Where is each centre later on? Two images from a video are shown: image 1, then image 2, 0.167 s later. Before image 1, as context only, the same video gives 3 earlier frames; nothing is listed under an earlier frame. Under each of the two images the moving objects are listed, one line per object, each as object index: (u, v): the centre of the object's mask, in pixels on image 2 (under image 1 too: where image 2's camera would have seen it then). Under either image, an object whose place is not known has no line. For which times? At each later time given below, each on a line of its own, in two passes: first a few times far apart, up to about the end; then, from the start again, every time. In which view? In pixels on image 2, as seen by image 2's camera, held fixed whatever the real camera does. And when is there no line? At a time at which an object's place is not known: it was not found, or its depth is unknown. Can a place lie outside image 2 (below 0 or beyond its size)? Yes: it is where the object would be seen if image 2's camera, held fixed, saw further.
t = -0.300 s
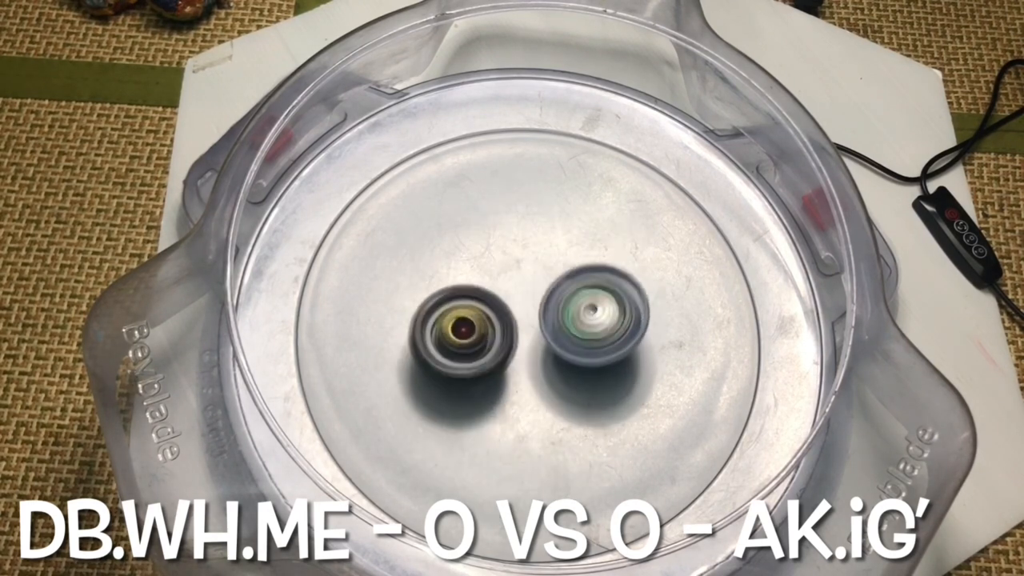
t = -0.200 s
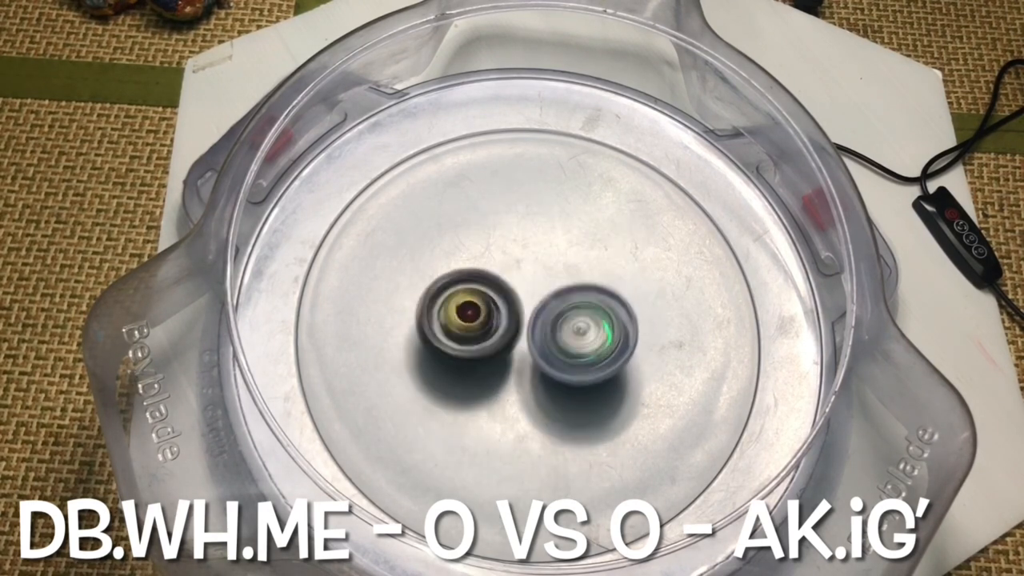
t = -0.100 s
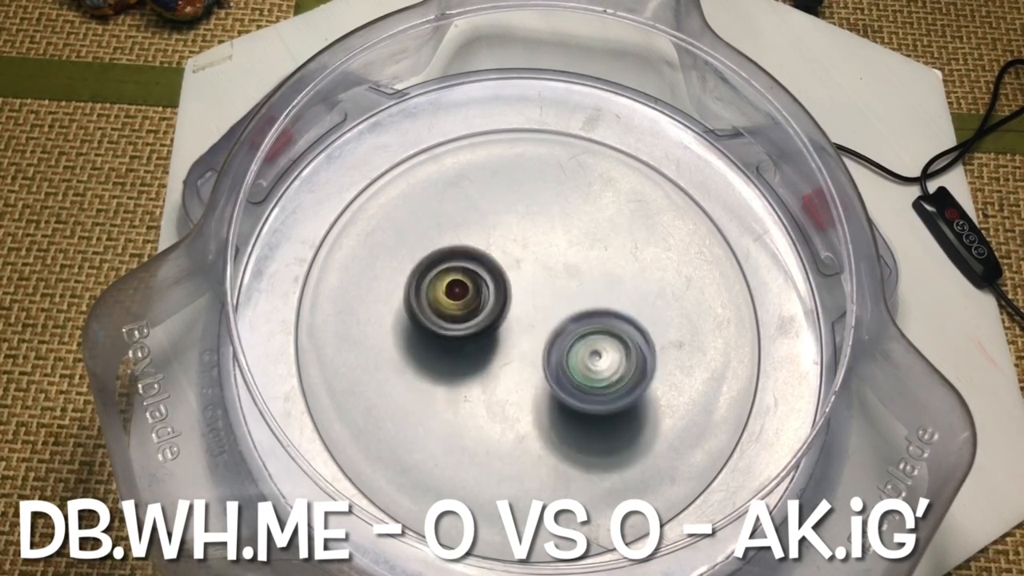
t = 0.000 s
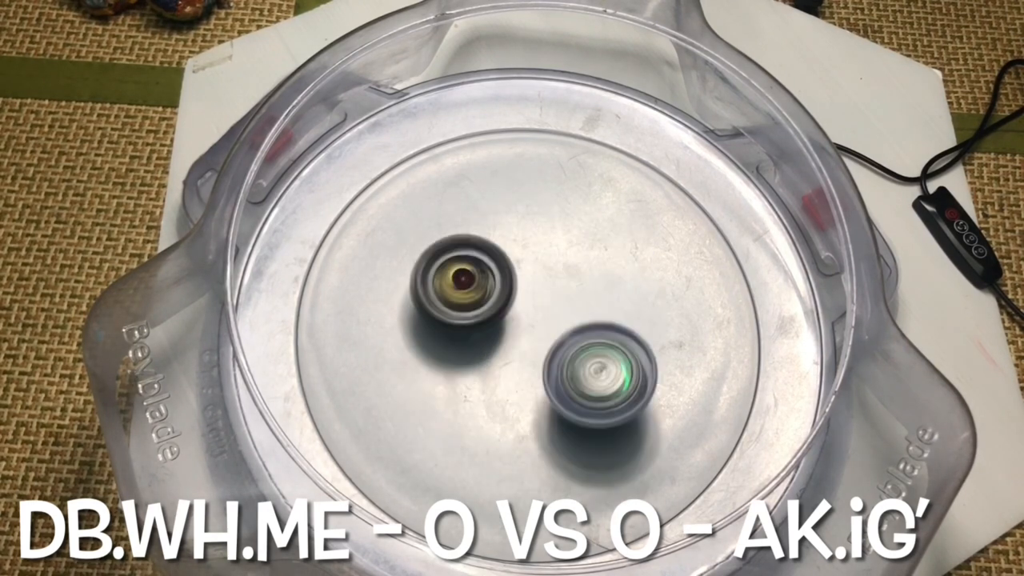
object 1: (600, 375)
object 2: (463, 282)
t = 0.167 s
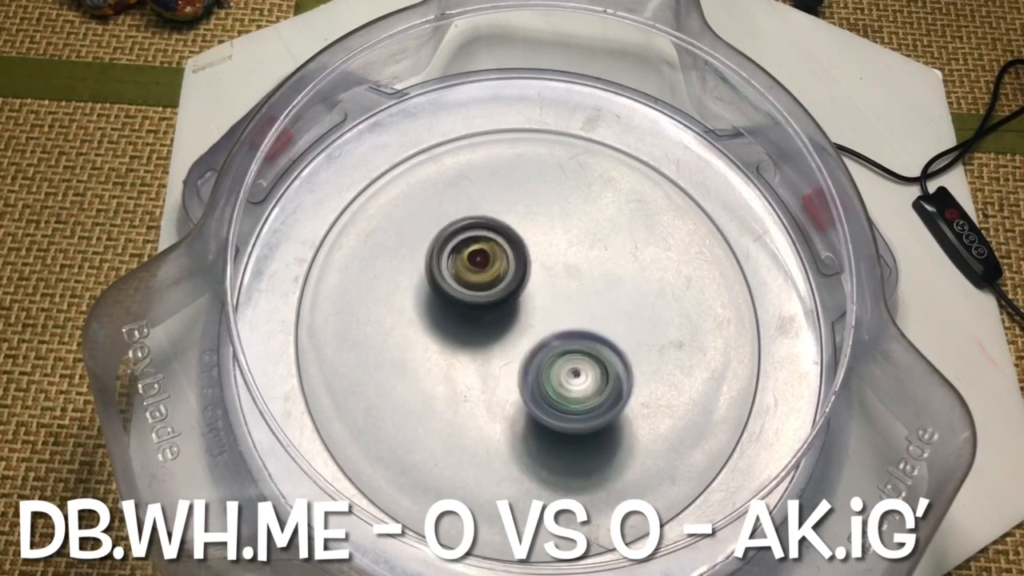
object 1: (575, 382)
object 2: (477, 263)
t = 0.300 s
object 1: (549, 378)
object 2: (494, 253)
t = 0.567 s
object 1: (498, 351)
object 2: (534, 258)
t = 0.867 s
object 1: (469, 313)
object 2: (577, 288)
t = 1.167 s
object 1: (494, 275)
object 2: (595, 331)
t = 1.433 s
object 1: (526, 268)
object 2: (590, 365)
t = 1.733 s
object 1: (552, 257)
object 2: (568, 408)
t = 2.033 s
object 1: (553, 283)
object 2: (533, 404)
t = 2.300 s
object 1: (562, 297)
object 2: (495, 390)
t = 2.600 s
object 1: (561, 301)
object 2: (457, 360)
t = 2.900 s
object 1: (570, 308)
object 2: (445, 324)
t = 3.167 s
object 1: (568, 304)
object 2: (456, 297)
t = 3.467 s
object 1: (590, 319)
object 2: (460, 275)
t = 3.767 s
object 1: (573, 344)
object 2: (492, 270)
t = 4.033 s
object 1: (571, 375)
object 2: (503, 262)
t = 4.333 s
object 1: (549, 380)
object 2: (520, 262)
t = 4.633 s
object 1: (525, 374)
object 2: (539, 268)
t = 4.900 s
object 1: (514, 364)
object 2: (554, 273)
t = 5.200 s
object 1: (504, 362)
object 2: (578, 265)
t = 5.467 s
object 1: (513, 355)
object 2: (581, 276)
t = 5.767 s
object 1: (507, 359)
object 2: (595, 280)
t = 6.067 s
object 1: (500, 353)
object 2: (592, 298)
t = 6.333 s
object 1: (491, 353)
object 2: (590, 309)
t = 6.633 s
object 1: (473, 331)
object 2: (587, 318)
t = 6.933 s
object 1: (468, 309)
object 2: (587, 327)
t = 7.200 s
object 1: (478, 295)
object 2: (590, 338)
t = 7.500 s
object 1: (494, 290)
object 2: (588, 350)
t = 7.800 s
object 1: (496, 287)
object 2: (584, 360)
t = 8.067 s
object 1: (496, 285)
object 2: (577, 368)
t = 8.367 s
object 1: (493, 278)
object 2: (563, 373)
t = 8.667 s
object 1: (498, 275)
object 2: (551, 371)
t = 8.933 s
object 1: (502, 272)
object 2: (545, 370)
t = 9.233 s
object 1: (508, 267)
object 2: (542, 369)
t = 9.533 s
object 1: (508, 264)
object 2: (542, 370)
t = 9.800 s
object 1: (509, 257)
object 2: (545, 370)
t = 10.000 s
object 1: (504, 257)
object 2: (540, 365)
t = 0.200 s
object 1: (569, 381)
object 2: (481, 259)
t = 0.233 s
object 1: (562, 380)
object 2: (485, 256)
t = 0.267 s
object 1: (556, 379)
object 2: (490, 254)
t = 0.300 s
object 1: (549, 378)
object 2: (494, 253)
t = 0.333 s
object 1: (542, 377)
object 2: (499, 252)
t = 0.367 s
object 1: (535, 375)
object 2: (503, 251)
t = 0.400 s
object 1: (528, 372)
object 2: (509, 251)
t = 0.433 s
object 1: (521, 368)
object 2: (514, 251)
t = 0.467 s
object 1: (514, 365)
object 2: (519, 252)
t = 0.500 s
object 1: (508, 361)
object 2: (524, 254)
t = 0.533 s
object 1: (503, 356)
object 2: (529, 256)
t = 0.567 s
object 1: (498, 351)
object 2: (534, 258)
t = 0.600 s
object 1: (492, 348)
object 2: (540, 259)
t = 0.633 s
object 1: (486, 345)
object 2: (546, 261)
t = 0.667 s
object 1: (481, 341)
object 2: (551, 264)
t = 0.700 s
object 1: (478, 336)
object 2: (556, 267)
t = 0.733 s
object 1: (475, 332)
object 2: (562, 271)
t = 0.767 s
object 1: (472, 327)
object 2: (566, 275)
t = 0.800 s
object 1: (470, 322)
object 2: (570, 279)
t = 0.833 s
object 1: (469, 318)
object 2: (574, 284)
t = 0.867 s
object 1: (469, 313)
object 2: (577, 288)
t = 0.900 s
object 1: (470, 308)
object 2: (580, 292)
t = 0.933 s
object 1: (471, 303)
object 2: (583, 297)
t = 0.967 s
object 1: (473, 298)
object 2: (586, 302)
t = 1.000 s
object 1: (476, 294)
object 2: (588, 306)
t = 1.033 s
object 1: (479, 290)
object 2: (589, 311)
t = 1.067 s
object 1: (483, 286)
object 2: (591, 316)
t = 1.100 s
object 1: (487, 283)
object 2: (591, 321)
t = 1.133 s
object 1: (492, 279)
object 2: (593, 325)
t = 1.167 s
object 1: (494, 275)
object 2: (595, 331)
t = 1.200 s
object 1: (497, 272)
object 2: (595, 336)
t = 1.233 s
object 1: (500, 269)
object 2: (596, 342)
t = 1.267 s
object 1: (503, 268)
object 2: (595, 346)
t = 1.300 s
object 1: (507, 266)
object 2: (595, 351)
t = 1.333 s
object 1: (511, 266)
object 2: (594, 355)
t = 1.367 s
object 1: (516, 266)
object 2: (593, 358)
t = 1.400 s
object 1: (520, 267)
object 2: (592, 361)
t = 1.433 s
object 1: (526, 268)
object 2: (590, 365)
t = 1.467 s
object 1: (531, 269)
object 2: (588, 368)
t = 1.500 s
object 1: (537, 271)
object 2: (585, 370)
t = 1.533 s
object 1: (542, 273)
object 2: (583, 374)
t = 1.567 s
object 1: (545, 264)
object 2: (585, 387)
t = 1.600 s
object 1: (549, 259)
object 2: (582, 394)
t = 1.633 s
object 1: (551, 258)
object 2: (579, 397)
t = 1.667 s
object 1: (552, 257)
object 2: (575, 402)
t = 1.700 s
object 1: (552, 257)
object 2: (573, 405)
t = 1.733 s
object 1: (552, 257)
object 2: (568, 408)
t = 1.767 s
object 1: (552, 259)
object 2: (565, 410)
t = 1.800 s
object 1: (550, 259)
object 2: (561, 411)
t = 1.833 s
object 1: (550, 259)
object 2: (557, 412)
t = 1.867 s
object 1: (551, 260)
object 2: (553, 412)
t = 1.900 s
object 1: (551, 263)
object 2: (548, 411)
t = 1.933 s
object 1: (552, 267)
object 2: (544, 410)
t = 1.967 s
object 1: (552, 272)
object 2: (541, 408)
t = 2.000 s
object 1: (553, 277)
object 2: (537, 406)
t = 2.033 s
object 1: (553, 283)
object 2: (533, 404)
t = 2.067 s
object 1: (553, 289)
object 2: (528, 400)
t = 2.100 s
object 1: (554, 295)
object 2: (524, 397)
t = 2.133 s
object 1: (557, 295)
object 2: (519, 397)
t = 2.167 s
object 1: (556, 297)
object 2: (514, 395)
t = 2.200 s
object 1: (559, 295)
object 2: (509, 396)
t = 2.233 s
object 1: (562, 294)
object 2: (504, 395)
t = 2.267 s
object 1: (563, 296)
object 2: (499, 392)
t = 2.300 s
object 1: (562, 297)
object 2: (495, 390)
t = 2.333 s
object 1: (562, 298)
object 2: (490, 387)
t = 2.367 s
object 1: (561, 299)
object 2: (485, 385)
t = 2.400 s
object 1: (560, 301)
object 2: (482, 381)
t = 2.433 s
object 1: (559, 303)
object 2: (478, 377)
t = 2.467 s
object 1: (561, 303)
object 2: (472, 376)
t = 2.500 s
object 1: (563, 302)
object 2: (467, 372)
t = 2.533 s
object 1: (564, 303)
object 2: (463, 368)
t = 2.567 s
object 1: (562, 304)
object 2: (460, 364)
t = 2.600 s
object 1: (561, 301)
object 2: (457, 360)
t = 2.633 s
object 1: (562, 300)
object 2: (455, 356)
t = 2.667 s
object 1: (563, 301)
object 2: (453, 351)
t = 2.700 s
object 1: (562, 302)
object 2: (452, 347)
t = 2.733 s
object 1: (562, 303)
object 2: (452, 343)
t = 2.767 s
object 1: (561, 303)
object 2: (452, 338)
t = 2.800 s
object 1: (560, 305)
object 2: (452, 333)
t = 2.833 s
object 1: (565, 307)
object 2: (449, 331)
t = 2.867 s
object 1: (569, 307)
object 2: (446, 329)
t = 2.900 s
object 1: (570, 308)
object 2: (445, 324)
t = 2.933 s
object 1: (572, 308)
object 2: (444, 320)
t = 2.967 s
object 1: (571, 310)
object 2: (445, 316)
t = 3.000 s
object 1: (569, 308)
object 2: (445, 313)
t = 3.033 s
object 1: (569, 307)
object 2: (447, 309)
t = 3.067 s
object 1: (569, 307)
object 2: (449, 306)
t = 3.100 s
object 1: (568, 306)
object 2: (450, 303)
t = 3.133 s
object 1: (568, 305)
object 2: (453, 300)
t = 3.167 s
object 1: (568, 304)
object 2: (456, 297)
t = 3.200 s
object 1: (569, 304)
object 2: (459, 294)
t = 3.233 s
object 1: (580, 307)
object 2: (452, 290)
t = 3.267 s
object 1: (588, 311)
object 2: (450, 288)
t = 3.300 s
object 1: (590, 314)
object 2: (451, 285)
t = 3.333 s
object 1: (590, 315)
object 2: (451, 282)
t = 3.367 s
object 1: (589, 315)
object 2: (453, 280)
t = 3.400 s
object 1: (589, 316)
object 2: (455, 278)
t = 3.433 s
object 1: (590, 318)
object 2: (457, 276)
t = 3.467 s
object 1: (590, 319)
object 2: (460, 275)
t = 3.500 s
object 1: (589, 321)
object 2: (462, 274)
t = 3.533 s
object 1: (588, 323)
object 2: (466, 273)
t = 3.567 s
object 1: (585, 325)
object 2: (471, 271)
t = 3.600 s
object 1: (583, 327)
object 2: (475, 272)
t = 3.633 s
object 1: (579, 329)
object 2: (480, 272)
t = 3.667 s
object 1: (576, 331)
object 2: (484, 272)
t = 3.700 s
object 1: (575, 337)
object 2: (486, 271)
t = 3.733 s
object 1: (574, 342)
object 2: (488, 271)
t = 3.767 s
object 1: (573, 344)
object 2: (492, 270)
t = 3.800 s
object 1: (571, 347)
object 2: (495, 270)
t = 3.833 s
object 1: (570, 349)
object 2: (500, 269)
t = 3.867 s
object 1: (573, 357)
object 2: (498, 267)
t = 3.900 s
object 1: (576, 366)
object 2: (496, 264)
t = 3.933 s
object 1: (576, 371)
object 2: (499, 264)
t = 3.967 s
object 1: (574, 374)
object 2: (500, 263)
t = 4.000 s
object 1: (573, 375)
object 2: (501, 262)
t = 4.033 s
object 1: (571, 375)
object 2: (503, 262)
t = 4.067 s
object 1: (570, 373)
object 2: (506, 261)
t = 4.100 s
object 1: (568, 372)
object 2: (508, 261)
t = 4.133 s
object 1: (565, 370)
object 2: (511, 263)
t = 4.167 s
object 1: (563, 368)
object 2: (513, 265)
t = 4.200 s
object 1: (559, 367)
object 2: (515, 267)
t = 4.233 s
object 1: (555, 365)
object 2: (517, 269)
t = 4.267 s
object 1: (553, 370)
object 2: (517, 264)
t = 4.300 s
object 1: (552, 377)
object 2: (518, 261)
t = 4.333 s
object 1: (549, 380)
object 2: (520, 262)
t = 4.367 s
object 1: (547, 379)
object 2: (524, 263)
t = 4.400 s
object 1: (544, 378)
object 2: (525, 264)
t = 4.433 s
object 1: (541, 376)
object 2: (528, 266)
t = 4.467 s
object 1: (539, 373)
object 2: (529, 267)
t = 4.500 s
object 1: (536, 371)
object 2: (531, 270)
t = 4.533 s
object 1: (533, 374)
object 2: (533, 267)
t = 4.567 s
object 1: (528, 376)
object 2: (534, 265)
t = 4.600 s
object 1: (526, 375)
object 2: (536, 267)
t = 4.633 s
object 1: (525, 374)
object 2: (539, 268)
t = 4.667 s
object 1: (525, 371)
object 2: (540, 269)
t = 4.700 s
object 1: (523, 370)
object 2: (542, 271)
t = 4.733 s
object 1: (521, 371)
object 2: (543, 269)
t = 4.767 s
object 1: (520, 370)
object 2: (545, 270)
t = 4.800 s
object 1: (521, 368)
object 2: (548, 271)
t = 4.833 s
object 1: (519, 367)
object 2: (550, 272)
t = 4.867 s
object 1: (516, 366)
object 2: (552, 271)
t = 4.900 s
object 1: (514, 364)
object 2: (554, 273)
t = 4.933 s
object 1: (512, 364)
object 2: (557, 270)
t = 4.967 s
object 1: (510, 363)
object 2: (559, 271)
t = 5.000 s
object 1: (509, 362)
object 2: (562, 272)
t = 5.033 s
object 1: (508, 360)
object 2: (563, 272)
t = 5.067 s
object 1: (508, 357)
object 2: (565, 274)
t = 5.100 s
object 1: (505, 361)
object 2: (569, 269)
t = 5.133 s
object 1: (500, 362)
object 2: (572, 265)
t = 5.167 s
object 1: (500, 361)
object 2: (575, 266)
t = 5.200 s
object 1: (504, 362)
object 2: (578, 265)
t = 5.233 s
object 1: (505, 364)
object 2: (579, 266)
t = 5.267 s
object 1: (506, 365)
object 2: (581, 267)
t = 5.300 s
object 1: (506, 365)
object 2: (582, 267)
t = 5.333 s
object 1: (507, 366)
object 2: (583, 268)
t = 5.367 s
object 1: (506, 365)
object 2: (583, 270)
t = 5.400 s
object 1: (508, 363)
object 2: (583, 272)
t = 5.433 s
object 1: (510, 359)
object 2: (582, 275)
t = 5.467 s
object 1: (513, 355)
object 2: (581, 276)
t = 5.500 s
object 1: (510, 356)
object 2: (582, 276)
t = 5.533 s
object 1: (504, 361)
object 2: (591, 268)
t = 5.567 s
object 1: (501, 361)
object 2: (594, 267)
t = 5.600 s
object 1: (502, 359)
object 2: (594, 268)
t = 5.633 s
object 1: (504, 360)
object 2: (595, 270)
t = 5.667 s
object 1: (506, 362)
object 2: (596, 271)
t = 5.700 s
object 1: (505, 363)
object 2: (596, 274)
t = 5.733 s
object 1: (505, 362)
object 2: (596, 277)
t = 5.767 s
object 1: (507, 359)
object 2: (595, 280)
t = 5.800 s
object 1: (509, 359)
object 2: (594, 283)
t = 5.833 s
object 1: (509, 359)
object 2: (592, 286)
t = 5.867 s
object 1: (511, 357)
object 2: (591, 289)
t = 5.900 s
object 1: (508, 357)
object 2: (590, 290)
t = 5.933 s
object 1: (507, 354)
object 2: (589, 292)
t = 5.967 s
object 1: (503, 356)
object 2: (592, 292)
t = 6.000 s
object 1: (500, 356)
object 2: (592, 294)
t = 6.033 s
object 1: (498, 355)
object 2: (593, 297)
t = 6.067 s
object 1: (500, 353)
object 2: (592, 298)
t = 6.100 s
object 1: (502, 355)
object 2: (592, 299)
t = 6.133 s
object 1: (498, 358)
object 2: (595, 299)
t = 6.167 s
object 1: (495, 358)
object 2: (594, 302)
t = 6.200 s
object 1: (492, 358)
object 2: (594, 304)
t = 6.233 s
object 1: (491, 357)
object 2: (594, 303)
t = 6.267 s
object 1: (491, 356)
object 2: (592, 305)
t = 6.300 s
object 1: (491, 355)
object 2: (592, 309)
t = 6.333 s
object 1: (491, 353)
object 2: (590, 309)
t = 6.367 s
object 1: (488, 351)
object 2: (590, 309)
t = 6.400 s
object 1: (482, 349)
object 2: (593, 308)
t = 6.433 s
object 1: (480, 346)
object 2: (592, 309)
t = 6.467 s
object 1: (478, 344)
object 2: (590, 312)
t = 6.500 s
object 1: (477, 341)
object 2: (590, 314)
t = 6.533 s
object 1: (477, 340)
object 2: (588, 313)
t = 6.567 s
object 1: (477, 337)
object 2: (588, 316)
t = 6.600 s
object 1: (477, 335)
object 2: (586, 318)
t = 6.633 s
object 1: (473, 331)
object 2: (587, 318)
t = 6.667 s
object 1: (471, 326)
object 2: (588, 317)
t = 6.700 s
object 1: (471, 324)
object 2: (587, 318)
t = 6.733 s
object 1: (472, 323)
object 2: (586, 321)
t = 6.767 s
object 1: (472, 322)
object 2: (585, 322)
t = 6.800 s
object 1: (473, 320)
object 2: (583, 322)
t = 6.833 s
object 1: (472, 317)
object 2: (584, 323)
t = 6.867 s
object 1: (474, 315)
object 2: (583, 324)
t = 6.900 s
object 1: (471, 311)
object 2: (585, 326)
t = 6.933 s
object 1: (468, 309)
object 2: (587, 327)
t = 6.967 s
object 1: (470, 307)
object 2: (587, 327)
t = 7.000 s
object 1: (471, 306)
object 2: (587, 330)
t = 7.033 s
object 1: (471, 306)
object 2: (587, 331)
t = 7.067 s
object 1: (473, 305)
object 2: (585, 332)
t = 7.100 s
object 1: (476, 304)
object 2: (585, 333)
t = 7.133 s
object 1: (478, 302)
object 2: (586, 335)
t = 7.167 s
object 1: (480, 299)
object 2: (587, 335)
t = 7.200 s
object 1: (478, 295)
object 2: (590, 338)
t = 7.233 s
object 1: (480, 293)
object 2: (590, 340)
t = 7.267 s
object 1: (480, 292)
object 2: (591, 341)
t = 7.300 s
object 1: (481, 292)
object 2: (590, 343)
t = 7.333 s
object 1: (483, 292)
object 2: (590, 343)
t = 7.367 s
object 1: (485, 292)
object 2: (590, 344)
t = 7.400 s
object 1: (488, 293)
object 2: (588, 348)
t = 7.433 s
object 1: (491, 293)
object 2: (587, 347)
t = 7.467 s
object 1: (493, 290)
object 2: (589, 347)
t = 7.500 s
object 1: (494, 290)
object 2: (588, 350)
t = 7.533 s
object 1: (494, 285)
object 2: (591, 352)
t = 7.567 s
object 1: (494, 284)
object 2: (590, 352)
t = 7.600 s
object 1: (494, 284)
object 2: (591, 355)
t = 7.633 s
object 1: (494, 285)
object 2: (591, 356)
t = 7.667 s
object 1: (495, 286)
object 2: (589, 356)
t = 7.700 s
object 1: (494, 288)
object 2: (588, 357)
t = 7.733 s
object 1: (493, 288)
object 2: (587, 357)
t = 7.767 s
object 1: (495, 288)
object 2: (583, 358)
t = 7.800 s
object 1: (496, 287)
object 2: (584, 360)
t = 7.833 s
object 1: (497, 285)
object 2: (585, 361)
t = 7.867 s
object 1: (499, 286)
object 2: (583, 361)
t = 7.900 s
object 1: (498, 290)
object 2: (581, 363)
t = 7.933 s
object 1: (496, 290)
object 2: (580, 362)
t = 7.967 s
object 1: (494, 286)
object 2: (578, 364)
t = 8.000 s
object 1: (496, 284)
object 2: (577, 364)
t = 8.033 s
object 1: (499, 288)
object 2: (575, 365)
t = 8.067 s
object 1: (496, 285)
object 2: (577, 368)
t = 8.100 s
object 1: (492, 281)
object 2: (577, 370)
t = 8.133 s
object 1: (492, 280)
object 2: (575, 369)
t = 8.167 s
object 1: (492, 280)
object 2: (573, 371)
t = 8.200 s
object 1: (492, 280)
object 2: (572, 371)
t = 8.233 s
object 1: (491, 280)
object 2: (569, 371)
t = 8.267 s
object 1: (492, 281)
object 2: (567, 371)
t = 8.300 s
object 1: (493, 281)
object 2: (565, 370)
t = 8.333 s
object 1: (494, 282)
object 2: (563, 370)
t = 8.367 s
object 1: (493, 278)
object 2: (563, 373)
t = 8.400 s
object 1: (493, 275)
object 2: (562, 374)
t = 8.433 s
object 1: (493, 274)
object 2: (562, 373)
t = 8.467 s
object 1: (493, 274)
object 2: (560, 373)
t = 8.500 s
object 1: (493, 275)
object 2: (558, 373)
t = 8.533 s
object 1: (493, 275)
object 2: (557, 372)
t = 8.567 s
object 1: (494, 276)
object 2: (554, 372)
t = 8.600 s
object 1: (495, 278)
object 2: (553, 370)
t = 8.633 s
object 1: (495, 277)
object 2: (553, 371)
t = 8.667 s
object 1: (498, 275)
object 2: (551, 371)
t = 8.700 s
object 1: (499, 275)
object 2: (551, 371)
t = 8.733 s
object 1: (499, 272)
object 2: (552, 373)
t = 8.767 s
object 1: (500, 273)
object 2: (548, 372)
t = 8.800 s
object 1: (499, 272)
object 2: (548, 373)
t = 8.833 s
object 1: (499, 271)
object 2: (548, 373)
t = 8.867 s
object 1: (500, 271)
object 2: (546, 371)
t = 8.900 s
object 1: (501, 272)
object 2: (544, 371)
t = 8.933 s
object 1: (502, 272)
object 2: (545, 370)
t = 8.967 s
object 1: (504, 270)
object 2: (544, 371)
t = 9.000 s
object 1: (507, 270)
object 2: (544, 370)
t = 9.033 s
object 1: (510, 267)
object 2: (547, 371)
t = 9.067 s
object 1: (510, 267)
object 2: (545, 371)
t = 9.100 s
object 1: (509, 268)
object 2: (543, 371)
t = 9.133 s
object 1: (508, 269)
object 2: (544, 371)
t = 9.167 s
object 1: (507, 268)
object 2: (543, 370)
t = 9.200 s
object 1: (506, 269)
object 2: (542, 368)
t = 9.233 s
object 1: (508, 267)
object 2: (542, 369)
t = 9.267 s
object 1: (511, 267)
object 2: (543, 368)
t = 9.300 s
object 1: (513, 262)
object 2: (544, 371)
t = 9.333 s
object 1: (515, 262)
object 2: (545, 372)
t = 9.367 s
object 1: (514, 262)
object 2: (543, 372)
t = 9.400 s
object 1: (514, 263)
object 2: (543, 372)
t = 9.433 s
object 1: (512, 265)
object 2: (544, 373)
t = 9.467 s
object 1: (509, 265)
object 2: (542, 370)
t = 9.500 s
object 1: (508, 264)
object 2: (542, 370)
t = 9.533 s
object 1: (508, 264)
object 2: (542, 370)
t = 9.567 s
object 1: (509, 266)
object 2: (541, 366)
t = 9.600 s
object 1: (509, 264)
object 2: (542, 368)
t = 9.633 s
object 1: (510, 263)
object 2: (544, 368)
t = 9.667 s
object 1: (511, 264)
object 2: (541, 366)
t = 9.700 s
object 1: (511, 266)
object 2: (540, 366)
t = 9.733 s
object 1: (511, 266)
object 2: (541, 368)
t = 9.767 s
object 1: (512, 262)
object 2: (543, 368)
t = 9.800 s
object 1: (509, 257)
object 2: (545, 370)
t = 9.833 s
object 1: (509, 254)
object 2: (543, 369)
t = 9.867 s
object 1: (509, 254)
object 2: (541, 367)
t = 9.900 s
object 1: (508, 255)
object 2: (542, 369)
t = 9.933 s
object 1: (506, 257)
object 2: (541, 367)
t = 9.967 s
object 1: (504, 257)
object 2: (540, 365)
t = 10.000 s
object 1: (504, 257)
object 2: (540, 365)
